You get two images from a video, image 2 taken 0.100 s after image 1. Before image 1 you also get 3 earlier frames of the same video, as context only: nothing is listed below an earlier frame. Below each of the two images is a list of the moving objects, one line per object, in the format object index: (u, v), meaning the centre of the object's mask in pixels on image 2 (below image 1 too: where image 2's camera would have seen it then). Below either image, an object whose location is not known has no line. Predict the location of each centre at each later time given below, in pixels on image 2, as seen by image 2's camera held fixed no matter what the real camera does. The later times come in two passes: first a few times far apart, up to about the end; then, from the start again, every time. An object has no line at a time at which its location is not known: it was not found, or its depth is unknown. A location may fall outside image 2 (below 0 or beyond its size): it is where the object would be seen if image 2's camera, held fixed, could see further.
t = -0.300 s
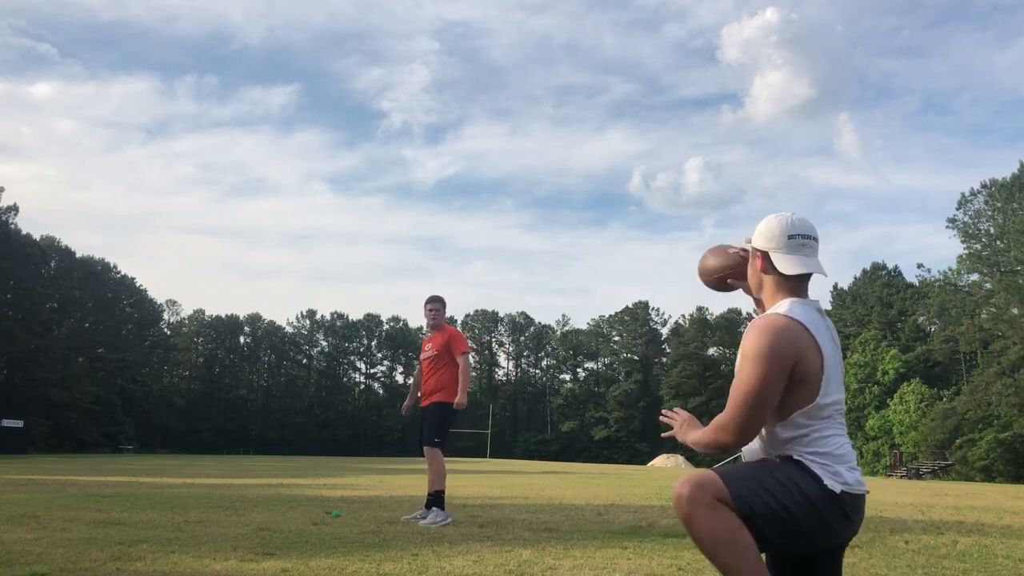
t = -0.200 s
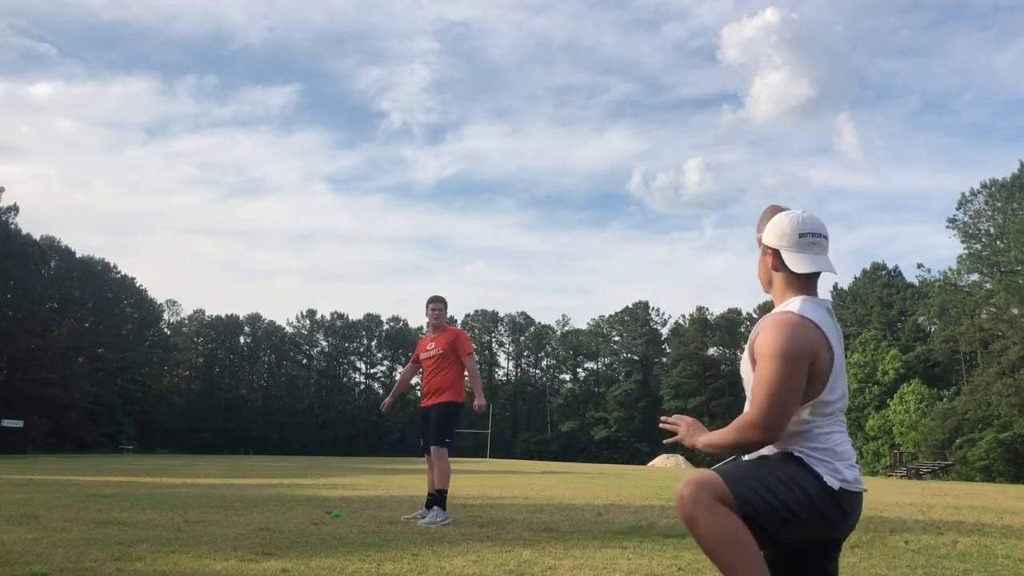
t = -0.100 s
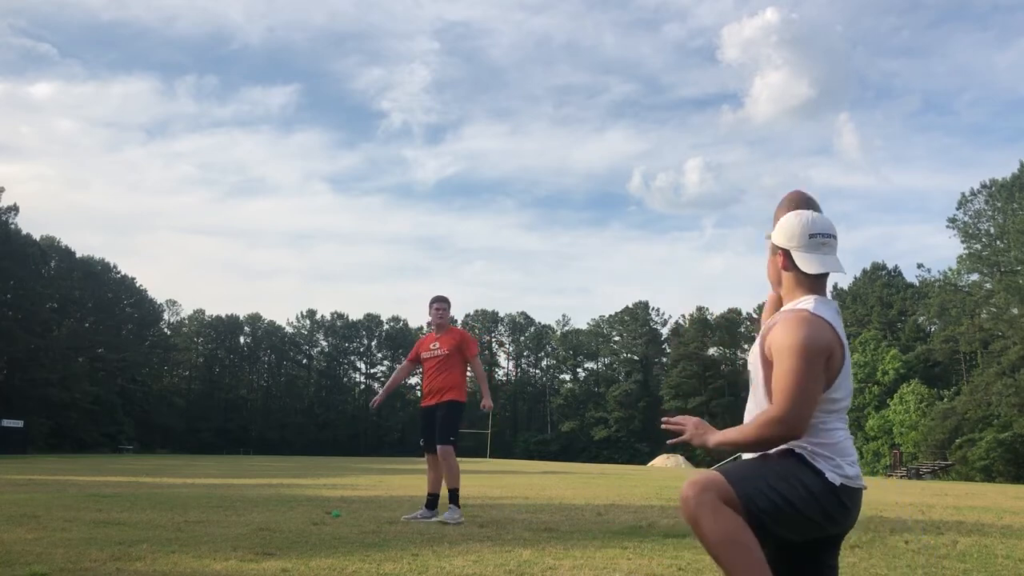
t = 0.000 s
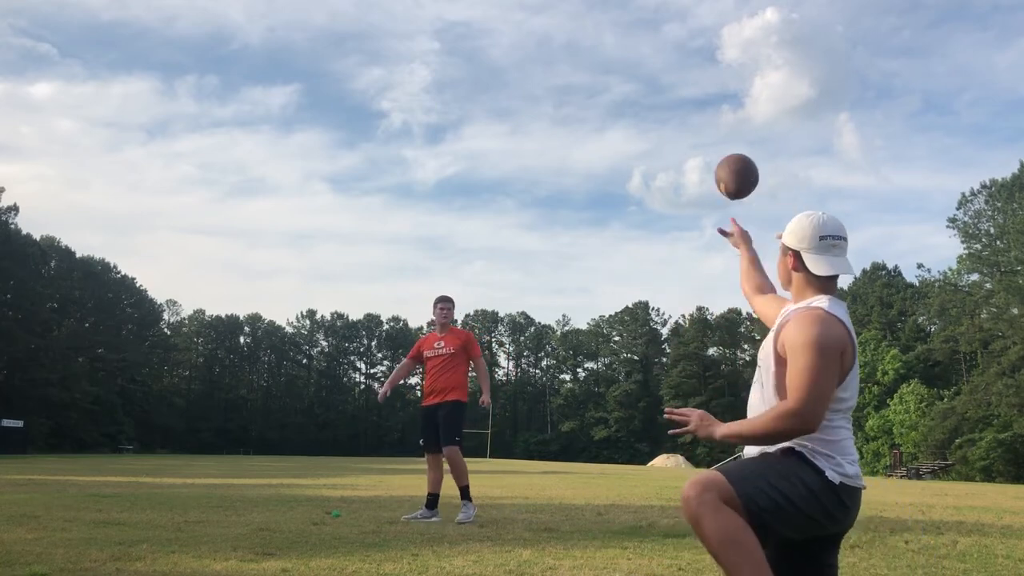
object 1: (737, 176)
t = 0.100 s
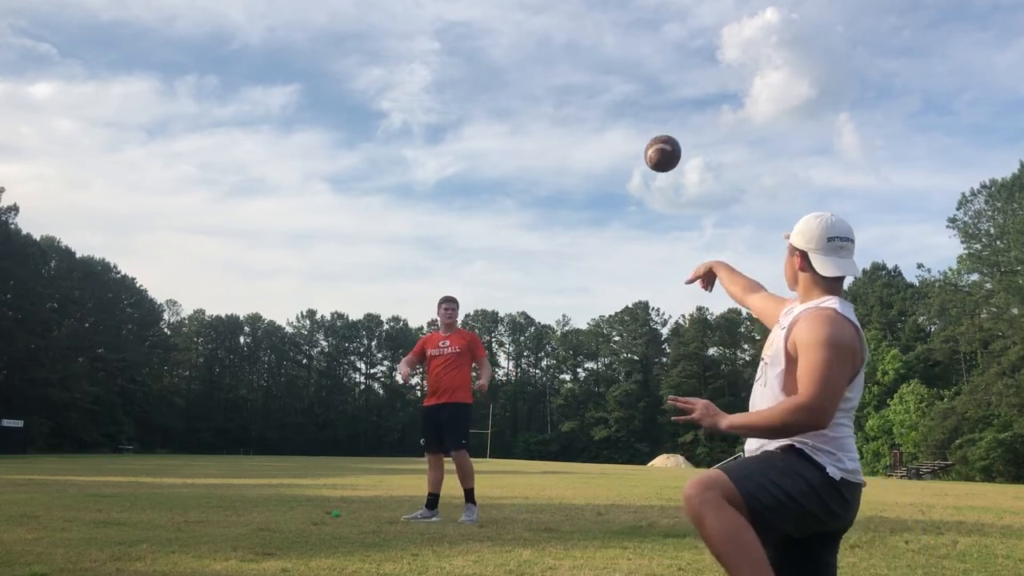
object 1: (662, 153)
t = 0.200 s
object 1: (608, 153)
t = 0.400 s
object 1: (531, 197)
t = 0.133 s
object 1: (642, 151)
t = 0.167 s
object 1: (624, 151)
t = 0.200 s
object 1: (608, 153)
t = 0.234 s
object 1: (593, 157)
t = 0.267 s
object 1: (579, 162)
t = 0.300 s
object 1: (566, 169)
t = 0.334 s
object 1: (554, 178)
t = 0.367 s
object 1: (543, 187)
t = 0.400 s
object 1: (531, 197)
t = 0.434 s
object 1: (521, 208)
